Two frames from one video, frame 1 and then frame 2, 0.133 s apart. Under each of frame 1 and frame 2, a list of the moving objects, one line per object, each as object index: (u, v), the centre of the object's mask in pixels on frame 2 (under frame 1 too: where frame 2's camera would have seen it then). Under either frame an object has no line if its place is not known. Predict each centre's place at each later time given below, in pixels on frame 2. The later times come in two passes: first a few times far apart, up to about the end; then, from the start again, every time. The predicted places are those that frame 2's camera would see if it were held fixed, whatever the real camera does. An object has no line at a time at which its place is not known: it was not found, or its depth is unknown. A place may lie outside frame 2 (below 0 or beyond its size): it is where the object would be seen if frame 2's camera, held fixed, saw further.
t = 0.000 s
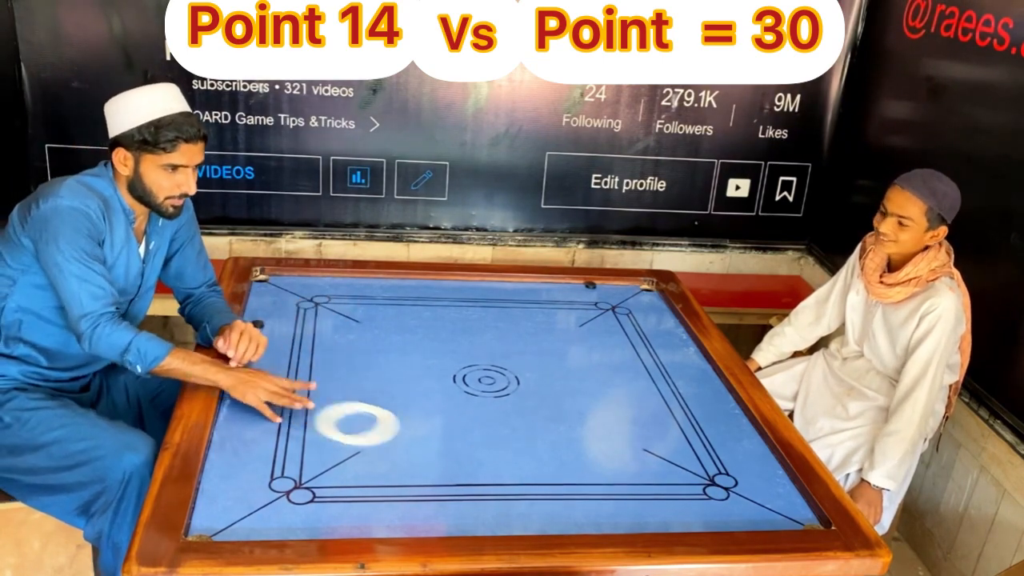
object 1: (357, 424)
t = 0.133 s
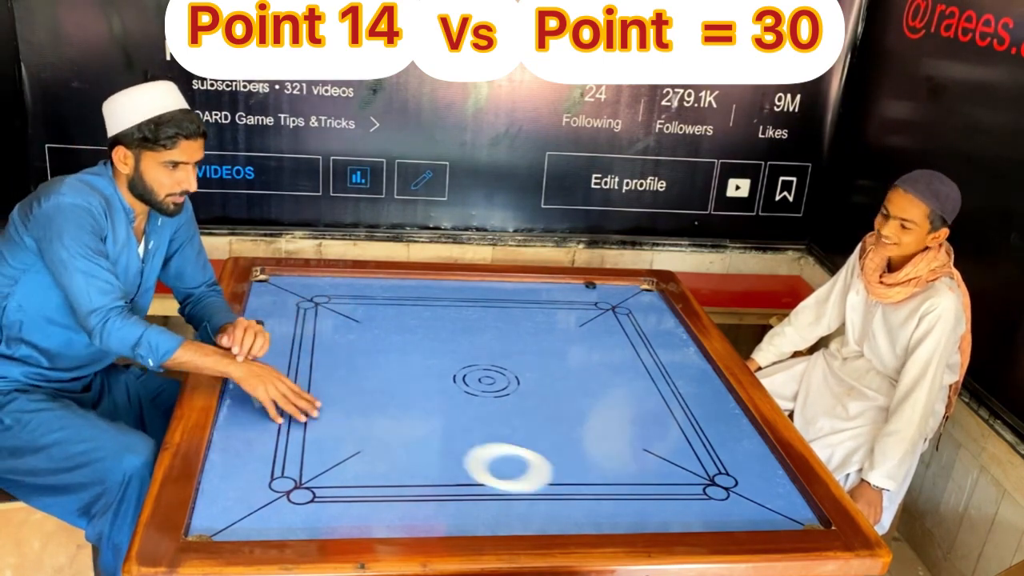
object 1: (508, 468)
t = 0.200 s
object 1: (589, 492)
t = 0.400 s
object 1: (746, 477)
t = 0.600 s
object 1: (591, 443)
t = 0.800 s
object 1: (448, 412)
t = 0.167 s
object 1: (548, 479)
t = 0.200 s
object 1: (589, 492)
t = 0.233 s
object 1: (631, 504)
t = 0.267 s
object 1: (671, 511)
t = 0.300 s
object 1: (699, 505)
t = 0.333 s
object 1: (724, 495)
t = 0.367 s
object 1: (748, 485)
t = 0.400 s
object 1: (746, 477)
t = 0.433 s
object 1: (720, 472)
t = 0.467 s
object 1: (693, 466)
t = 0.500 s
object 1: (667, 460)
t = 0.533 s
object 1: (642, 454)
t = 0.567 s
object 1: (616, 448)
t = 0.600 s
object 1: (591, 443)
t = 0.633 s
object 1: (567, 438)
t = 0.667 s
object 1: (542, 432)
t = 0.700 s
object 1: (518, 427)
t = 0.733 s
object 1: (495, 422)
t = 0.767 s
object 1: (471, 417)
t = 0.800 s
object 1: (448, 412)
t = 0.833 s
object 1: (426, 407)
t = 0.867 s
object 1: (403, 402)
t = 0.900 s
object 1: (381, 398)
